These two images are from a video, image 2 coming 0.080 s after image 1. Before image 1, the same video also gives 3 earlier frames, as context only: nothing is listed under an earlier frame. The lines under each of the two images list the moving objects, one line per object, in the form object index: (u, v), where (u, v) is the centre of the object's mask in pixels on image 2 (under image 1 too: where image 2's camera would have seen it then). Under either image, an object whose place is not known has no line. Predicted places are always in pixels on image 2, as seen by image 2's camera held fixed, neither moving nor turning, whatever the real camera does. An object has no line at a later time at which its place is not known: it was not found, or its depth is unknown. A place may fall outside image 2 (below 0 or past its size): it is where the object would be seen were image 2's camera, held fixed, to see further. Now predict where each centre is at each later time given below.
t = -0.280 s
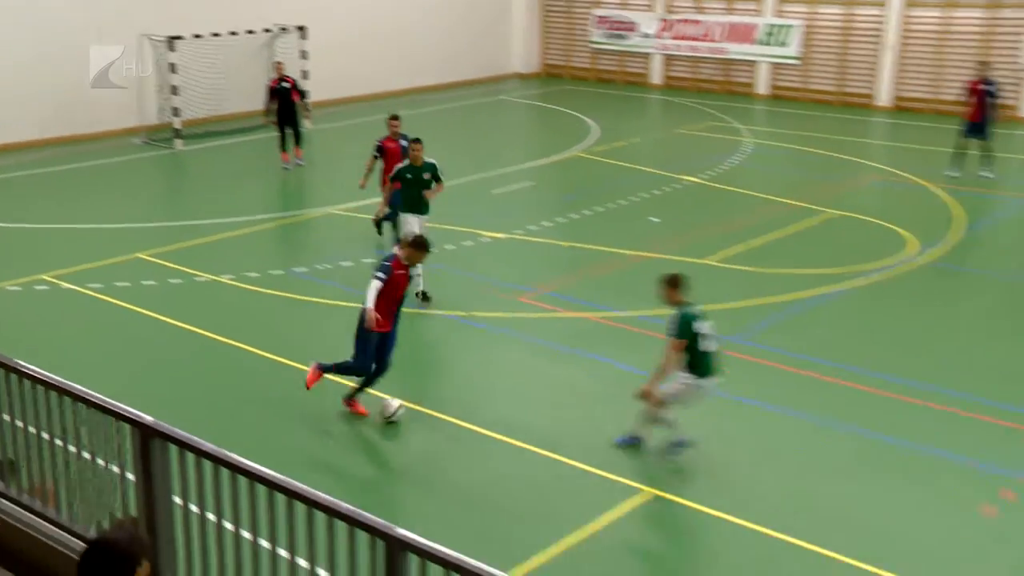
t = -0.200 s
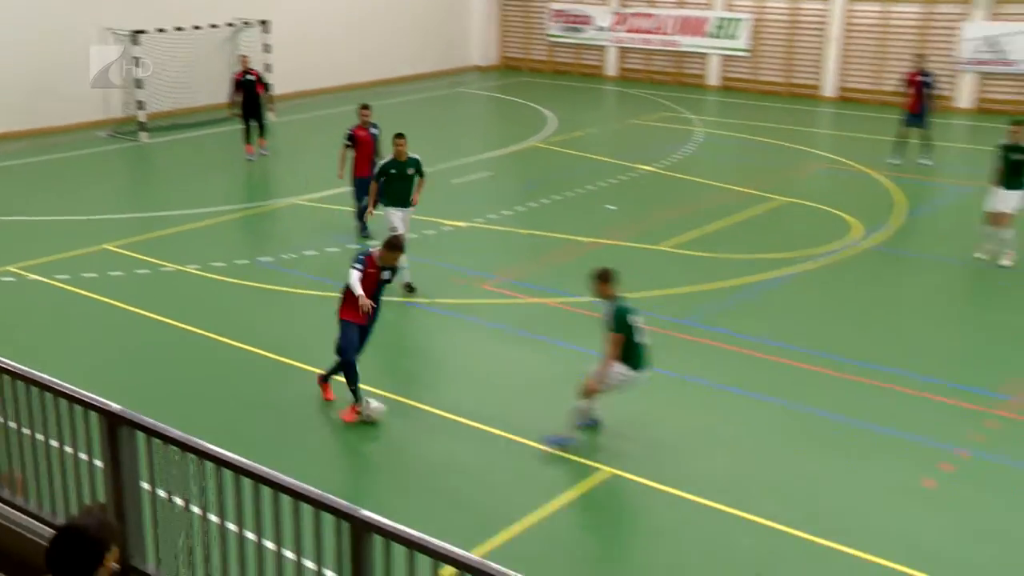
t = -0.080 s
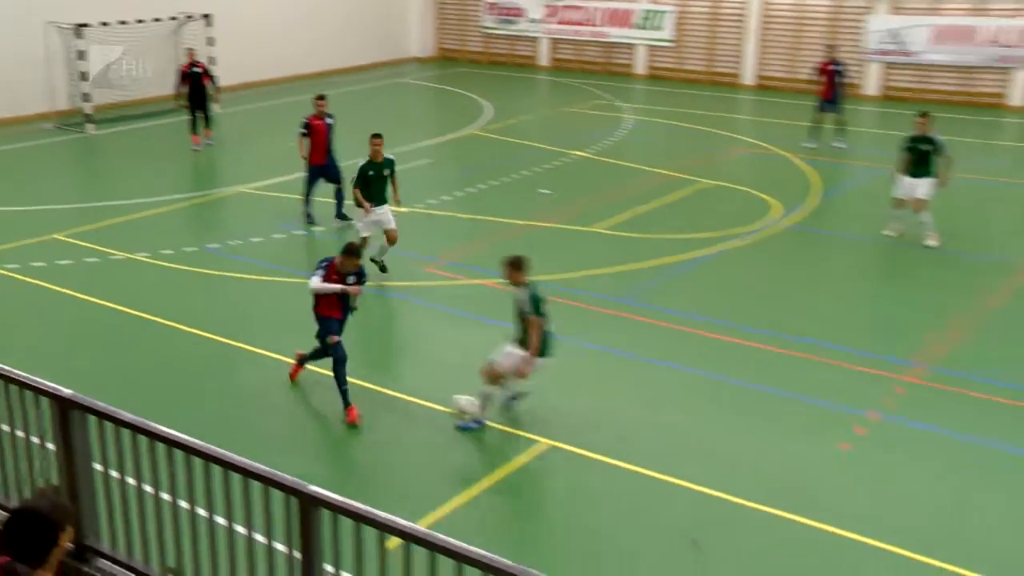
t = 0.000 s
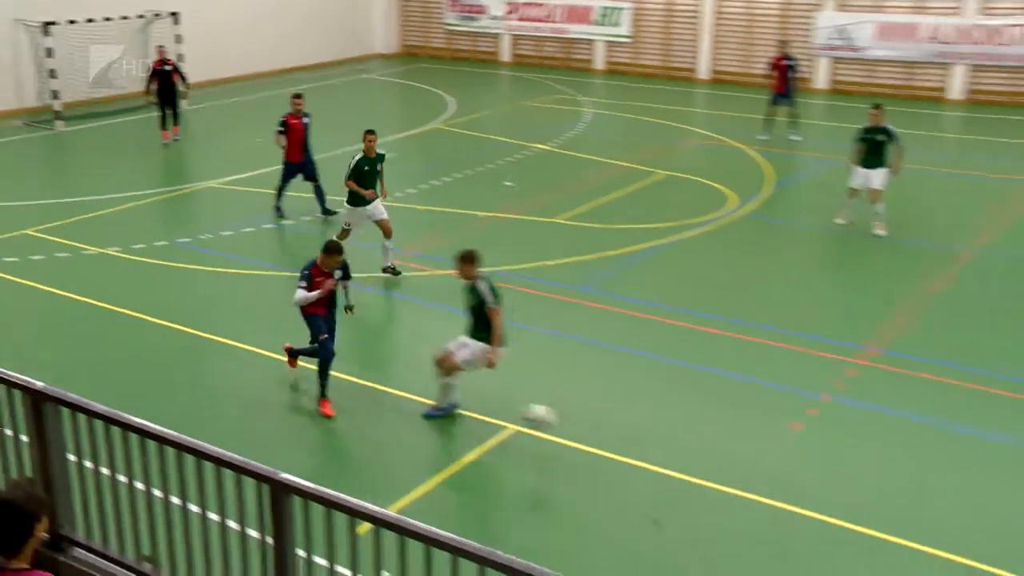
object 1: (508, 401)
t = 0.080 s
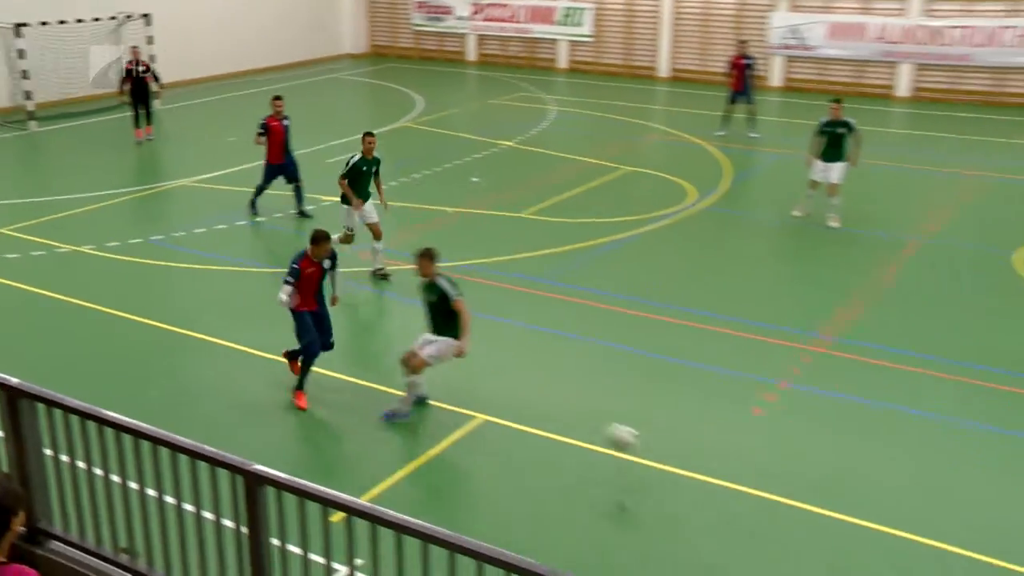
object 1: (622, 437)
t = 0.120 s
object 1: (684, 458)
